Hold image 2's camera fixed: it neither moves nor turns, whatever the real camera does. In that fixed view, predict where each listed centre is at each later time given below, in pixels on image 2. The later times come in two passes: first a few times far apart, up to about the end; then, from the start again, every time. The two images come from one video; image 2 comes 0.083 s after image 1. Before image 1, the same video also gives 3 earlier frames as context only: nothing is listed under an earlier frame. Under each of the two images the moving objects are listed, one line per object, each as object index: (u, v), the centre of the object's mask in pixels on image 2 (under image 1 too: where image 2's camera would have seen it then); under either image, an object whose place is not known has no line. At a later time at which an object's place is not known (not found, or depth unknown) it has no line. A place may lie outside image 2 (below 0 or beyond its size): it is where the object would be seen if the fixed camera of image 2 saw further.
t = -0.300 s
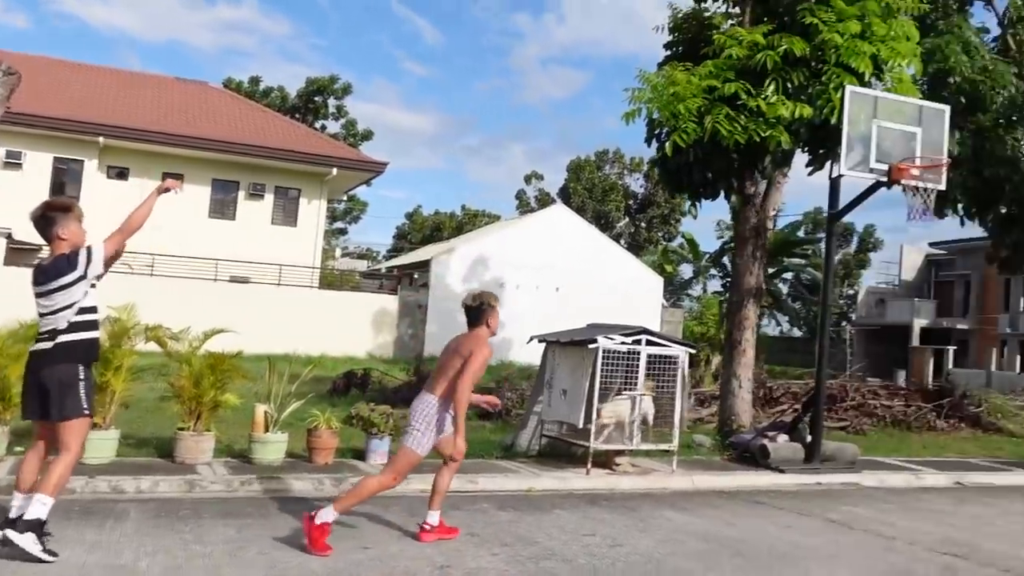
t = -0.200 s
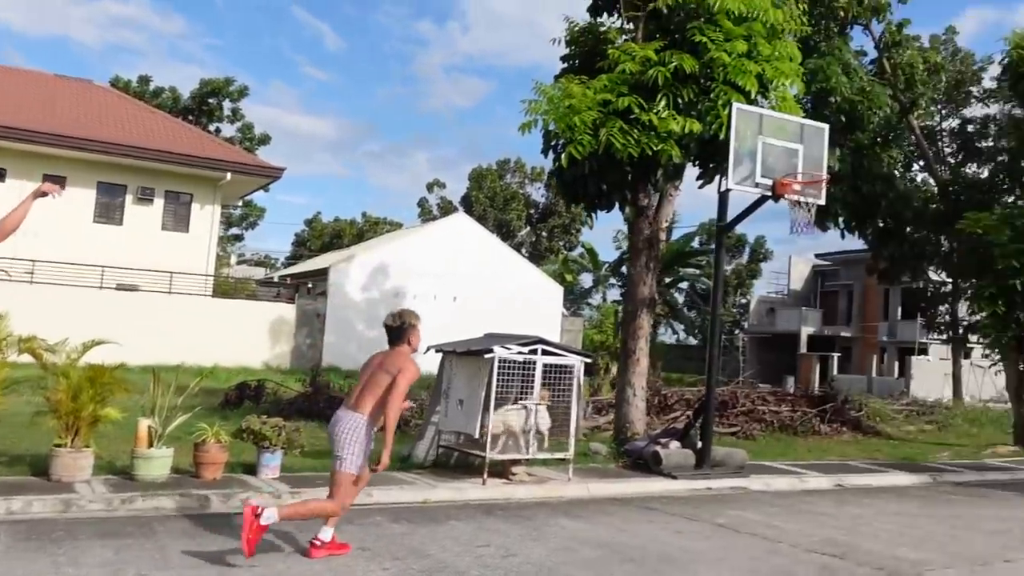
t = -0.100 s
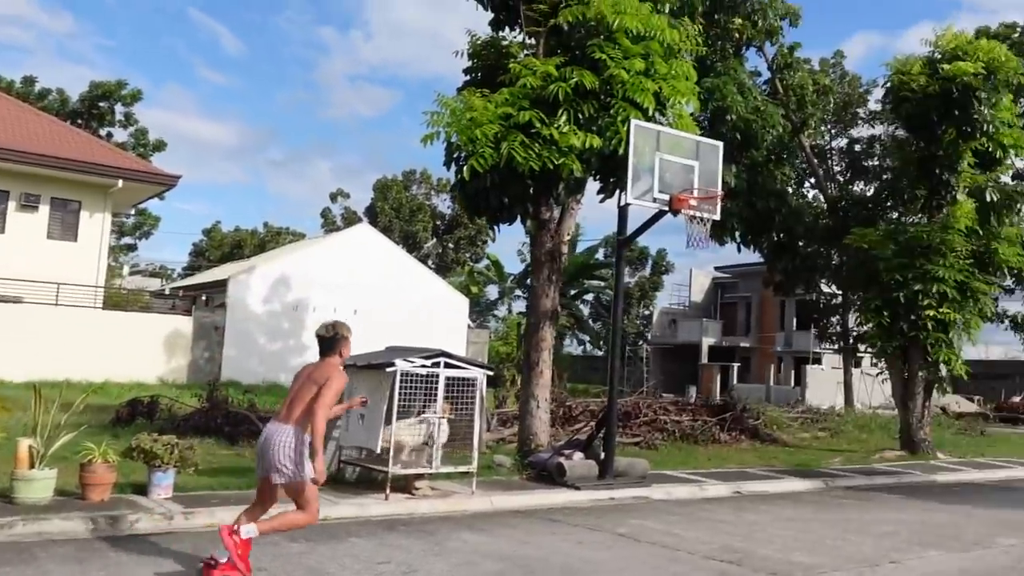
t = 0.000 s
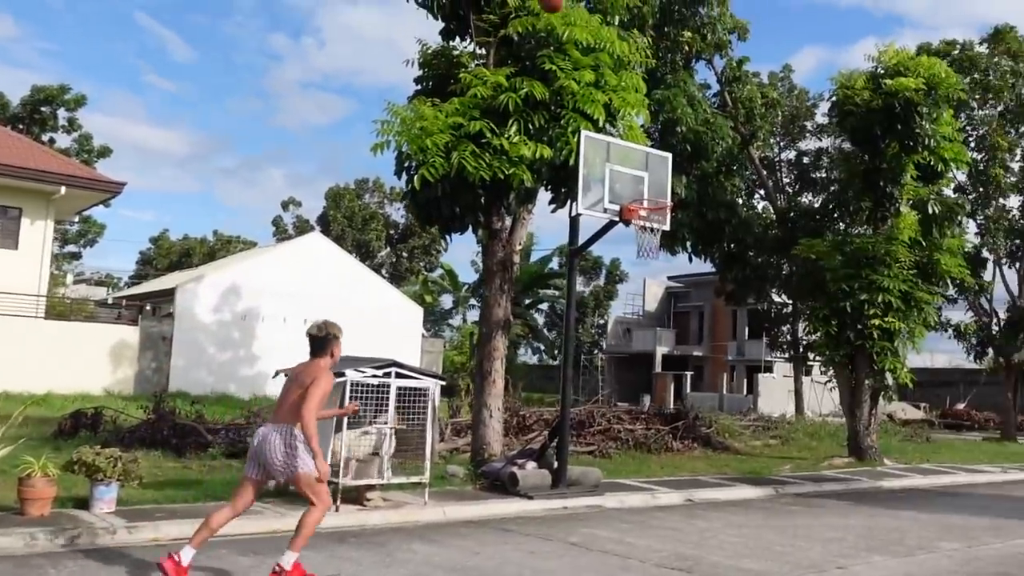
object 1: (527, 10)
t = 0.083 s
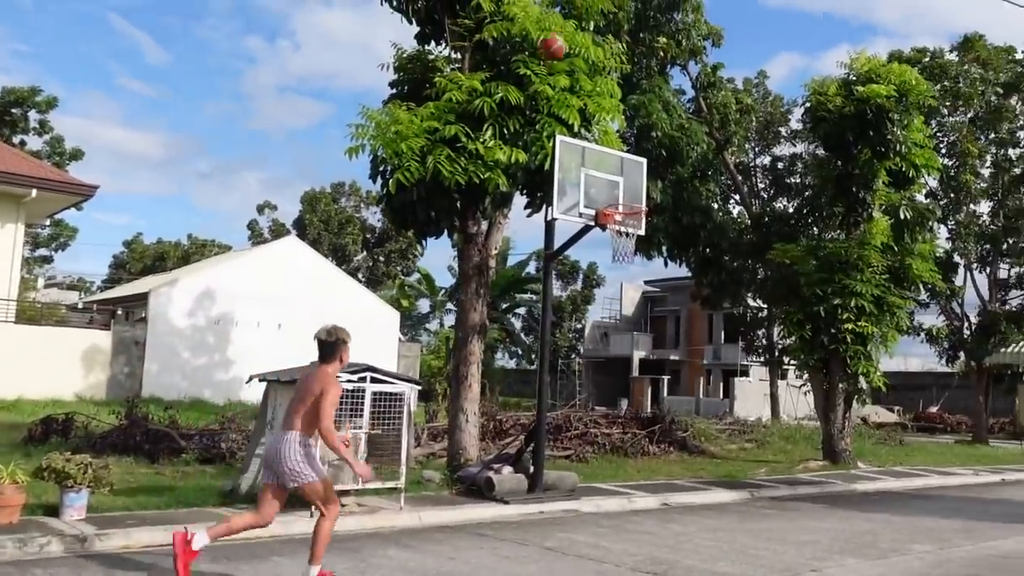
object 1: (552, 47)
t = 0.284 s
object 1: (605, 166)
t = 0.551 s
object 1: (640, 243)
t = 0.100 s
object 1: (557, 56)
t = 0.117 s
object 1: (562, 65)
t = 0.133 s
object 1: (567, 74)
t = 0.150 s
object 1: (571, 84)
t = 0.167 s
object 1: (576, 93)
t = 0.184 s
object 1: (580, 104)
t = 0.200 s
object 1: (585, 114)
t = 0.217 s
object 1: (589, 123)
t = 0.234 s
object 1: (592, 134)
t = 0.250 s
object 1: (597, 145)
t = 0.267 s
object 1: (601, 155)
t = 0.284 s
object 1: (605, 166)
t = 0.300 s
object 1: (609, 178)
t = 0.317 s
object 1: (613, 188)
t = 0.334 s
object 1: (617, 199)
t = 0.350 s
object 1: (620, 208)
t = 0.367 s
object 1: (625, 217)
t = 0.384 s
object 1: (630, 223)
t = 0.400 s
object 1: (631, 230)
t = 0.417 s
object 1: (637, 232)
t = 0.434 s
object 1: (639, 234)
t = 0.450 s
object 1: (637, 237)
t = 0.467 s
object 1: (638, 242)
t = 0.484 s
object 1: (638, 240)
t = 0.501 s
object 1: (638, 241)
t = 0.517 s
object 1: (639, 241)
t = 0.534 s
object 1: (639, 242)
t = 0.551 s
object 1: (640, 243)
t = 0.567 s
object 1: (640, 245)
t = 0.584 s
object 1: (640, 246)
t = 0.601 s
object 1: (641, 248)
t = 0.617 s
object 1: (642, 251)
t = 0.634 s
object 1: (642, 254)
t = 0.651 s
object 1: (643, 257)
